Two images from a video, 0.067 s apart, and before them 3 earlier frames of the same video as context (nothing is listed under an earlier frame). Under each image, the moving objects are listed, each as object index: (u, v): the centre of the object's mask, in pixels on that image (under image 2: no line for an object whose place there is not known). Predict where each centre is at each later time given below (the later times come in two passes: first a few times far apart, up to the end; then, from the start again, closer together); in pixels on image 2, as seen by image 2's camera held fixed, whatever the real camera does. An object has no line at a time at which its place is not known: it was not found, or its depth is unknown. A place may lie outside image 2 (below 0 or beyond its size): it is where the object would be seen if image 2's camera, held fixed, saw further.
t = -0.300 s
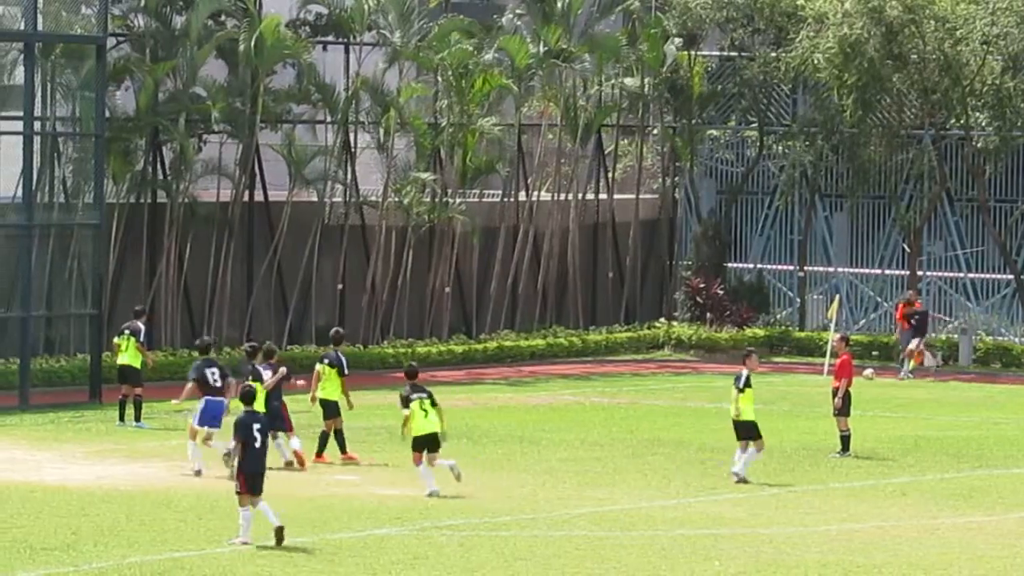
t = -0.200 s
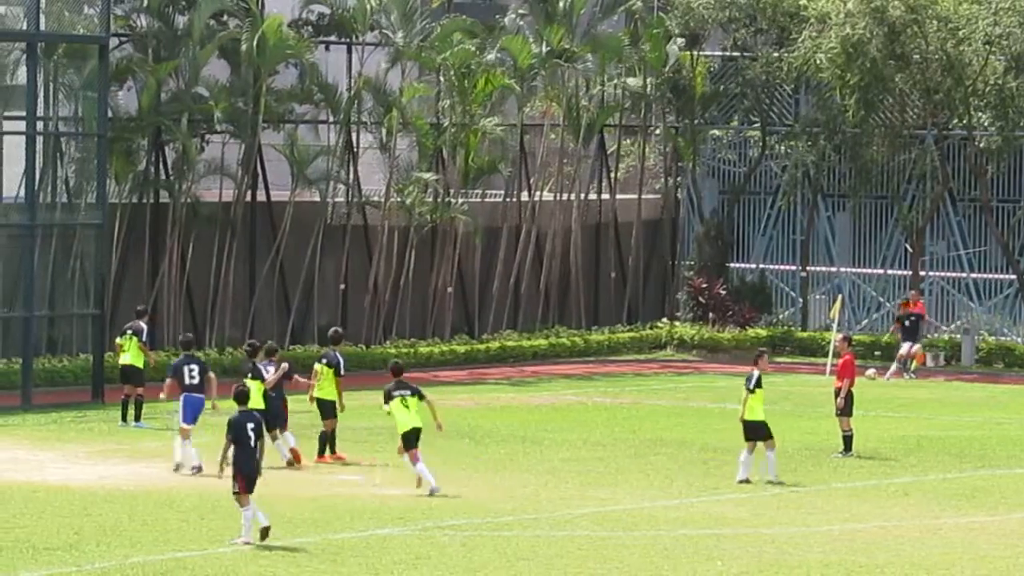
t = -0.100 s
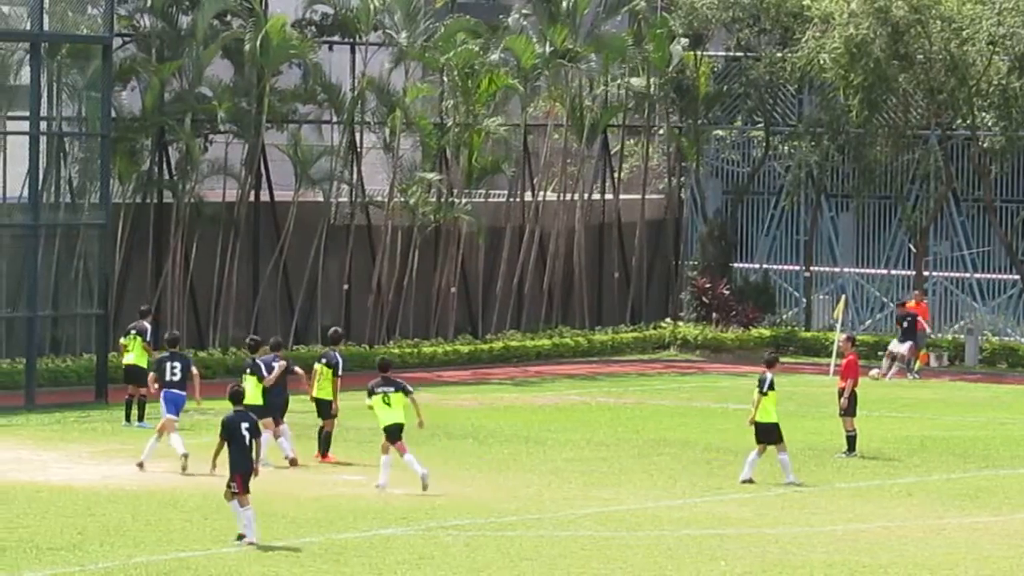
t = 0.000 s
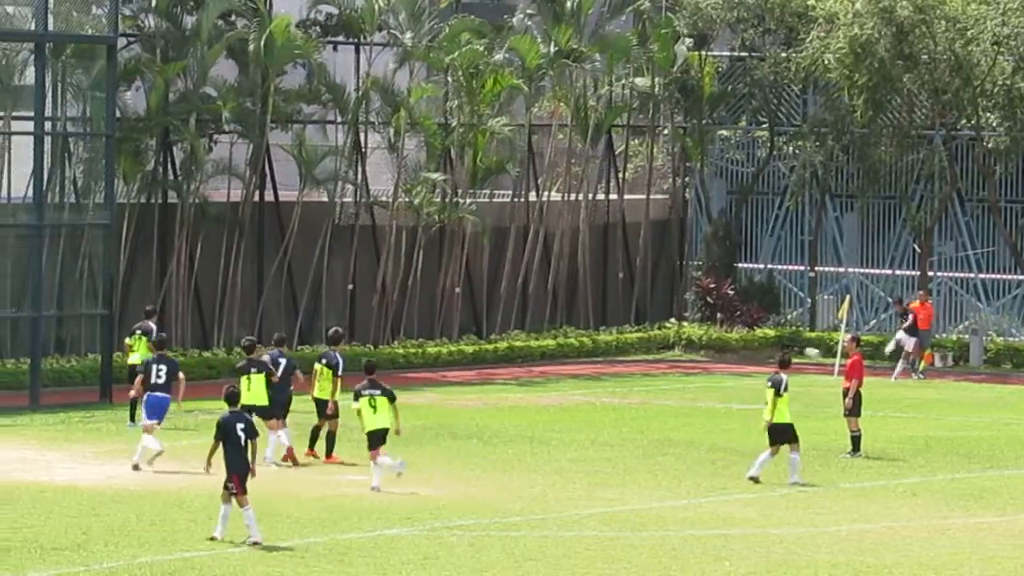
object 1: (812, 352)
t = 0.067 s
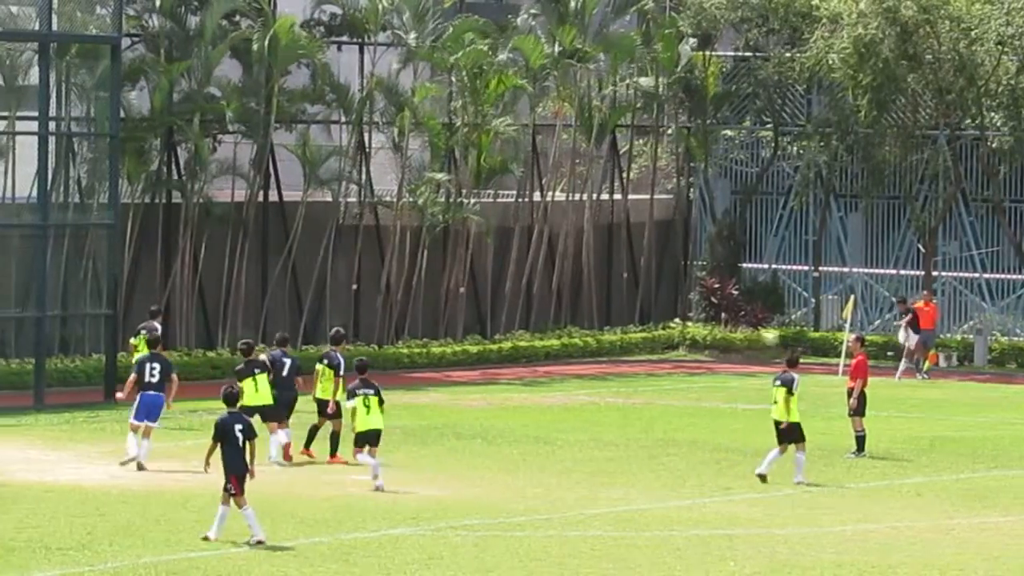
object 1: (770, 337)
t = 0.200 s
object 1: (673, 312)
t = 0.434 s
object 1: (503, 269)
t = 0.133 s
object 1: (722, 324)
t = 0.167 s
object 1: (697, 317)
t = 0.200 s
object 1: (673, 312)
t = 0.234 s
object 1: (649, 306)
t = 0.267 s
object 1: (624, 299)
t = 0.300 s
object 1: (600, 293)
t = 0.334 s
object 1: (576, 287)
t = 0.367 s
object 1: (551, 281)
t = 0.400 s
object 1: (527, 275)
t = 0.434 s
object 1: (503, 269)
